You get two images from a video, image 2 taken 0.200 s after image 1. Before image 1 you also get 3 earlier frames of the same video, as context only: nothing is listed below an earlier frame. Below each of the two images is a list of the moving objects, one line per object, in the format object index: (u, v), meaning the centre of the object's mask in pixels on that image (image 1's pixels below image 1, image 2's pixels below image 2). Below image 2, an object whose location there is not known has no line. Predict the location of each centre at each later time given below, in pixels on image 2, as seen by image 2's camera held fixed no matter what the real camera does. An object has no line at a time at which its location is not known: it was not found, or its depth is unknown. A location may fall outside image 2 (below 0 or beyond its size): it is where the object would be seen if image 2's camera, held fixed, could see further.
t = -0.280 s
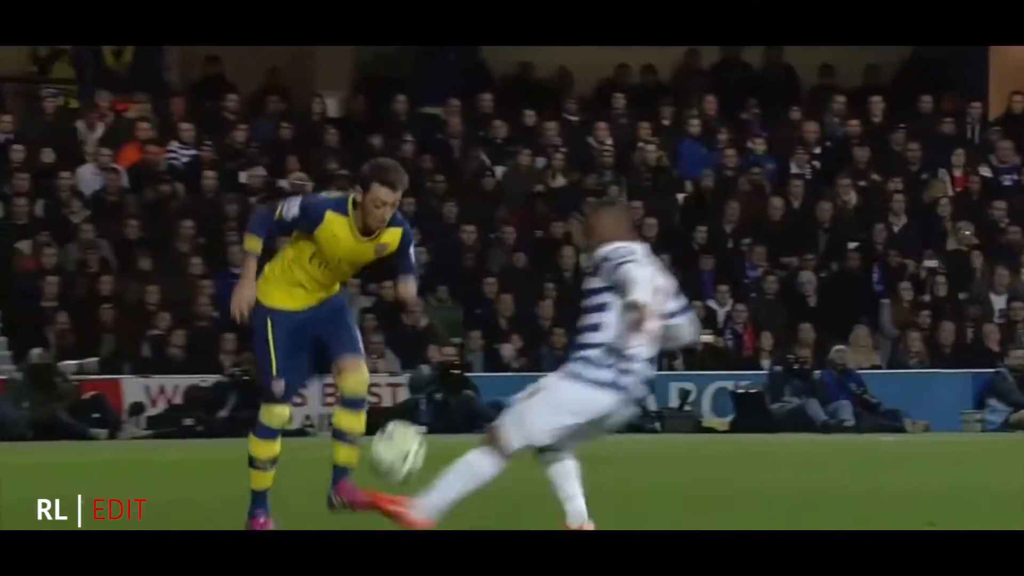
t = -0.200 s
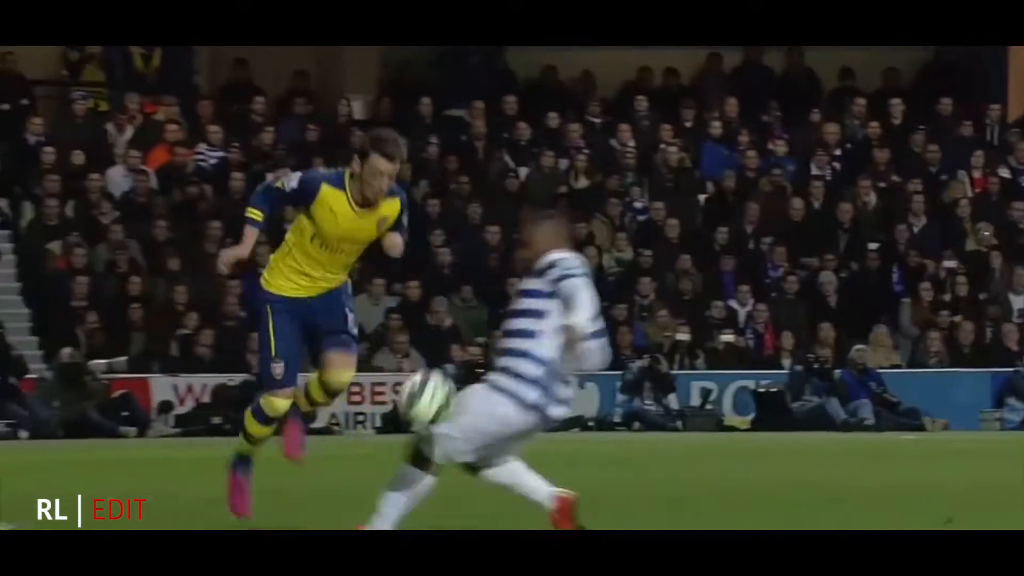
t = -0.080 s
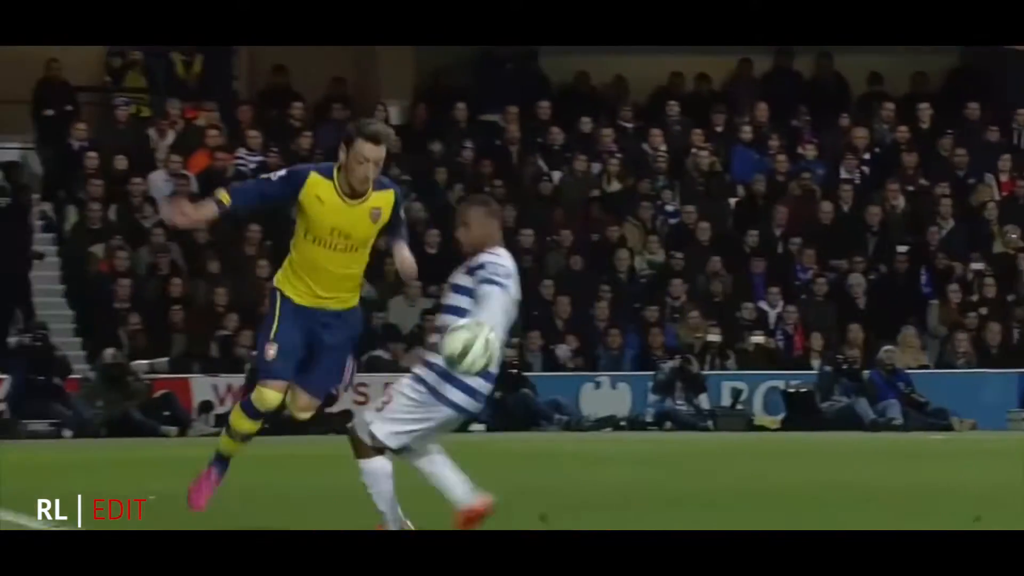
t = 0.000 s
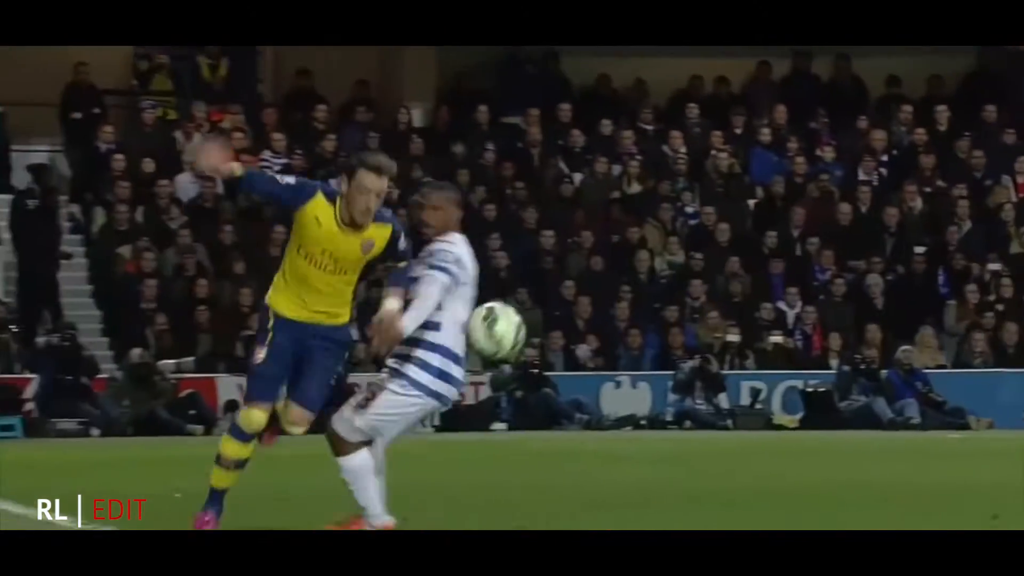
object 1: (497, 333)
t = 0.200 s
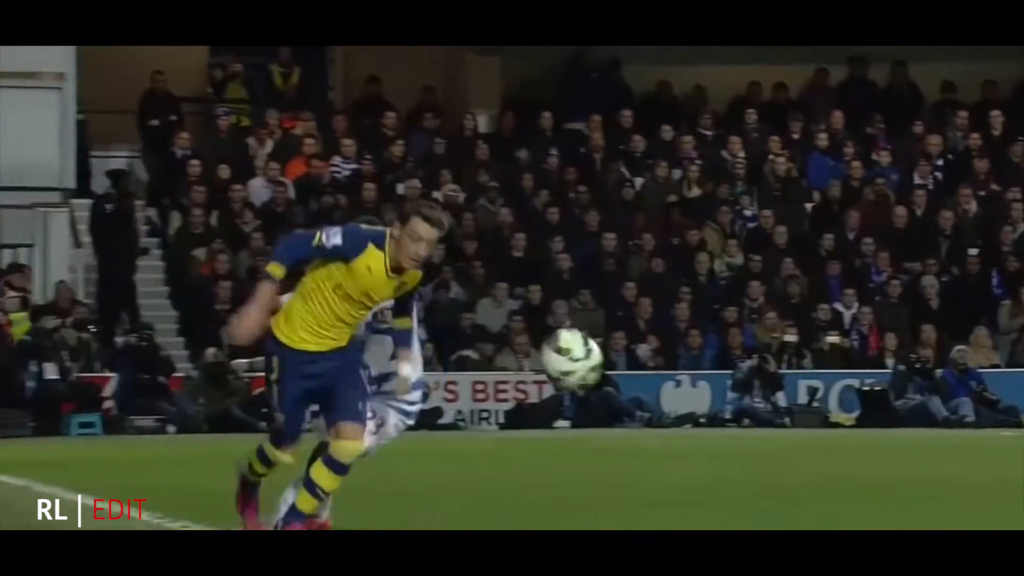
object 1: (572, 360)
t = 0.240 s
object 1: (573, 378)
